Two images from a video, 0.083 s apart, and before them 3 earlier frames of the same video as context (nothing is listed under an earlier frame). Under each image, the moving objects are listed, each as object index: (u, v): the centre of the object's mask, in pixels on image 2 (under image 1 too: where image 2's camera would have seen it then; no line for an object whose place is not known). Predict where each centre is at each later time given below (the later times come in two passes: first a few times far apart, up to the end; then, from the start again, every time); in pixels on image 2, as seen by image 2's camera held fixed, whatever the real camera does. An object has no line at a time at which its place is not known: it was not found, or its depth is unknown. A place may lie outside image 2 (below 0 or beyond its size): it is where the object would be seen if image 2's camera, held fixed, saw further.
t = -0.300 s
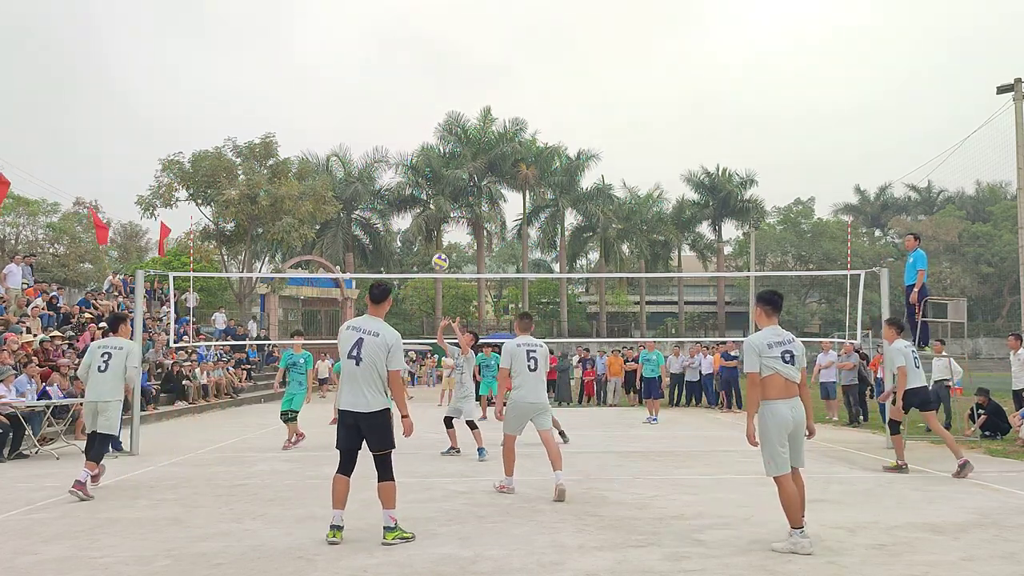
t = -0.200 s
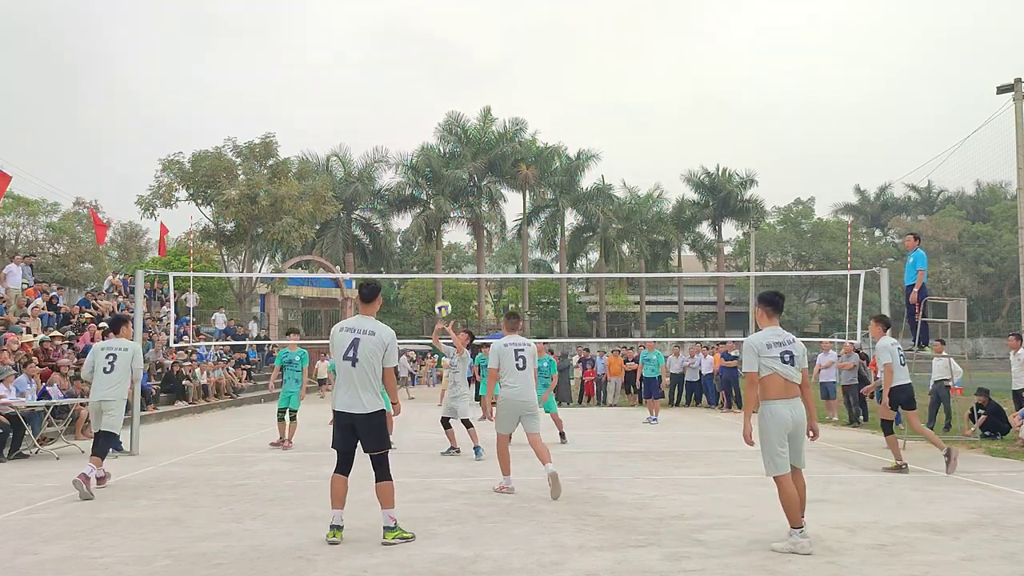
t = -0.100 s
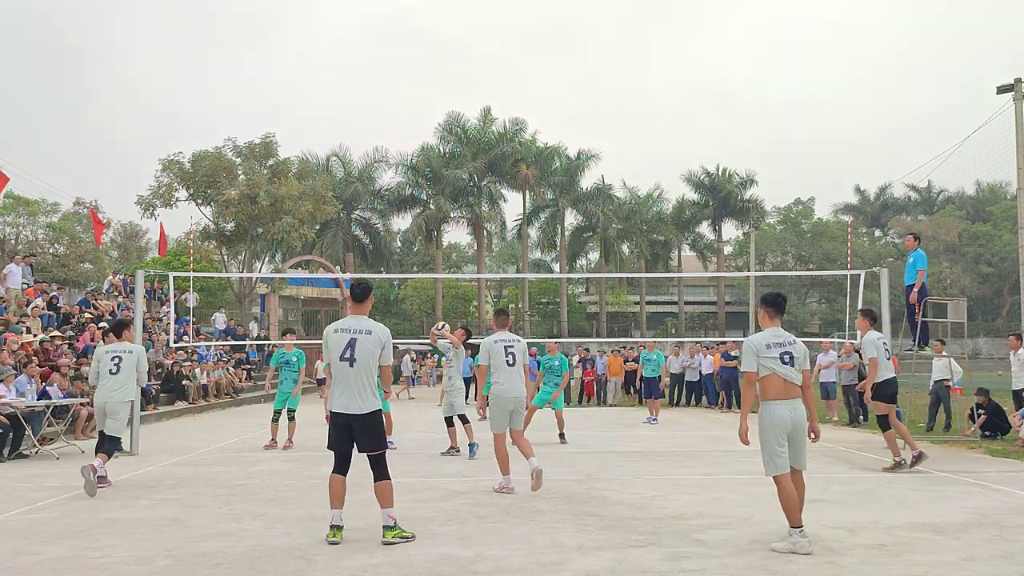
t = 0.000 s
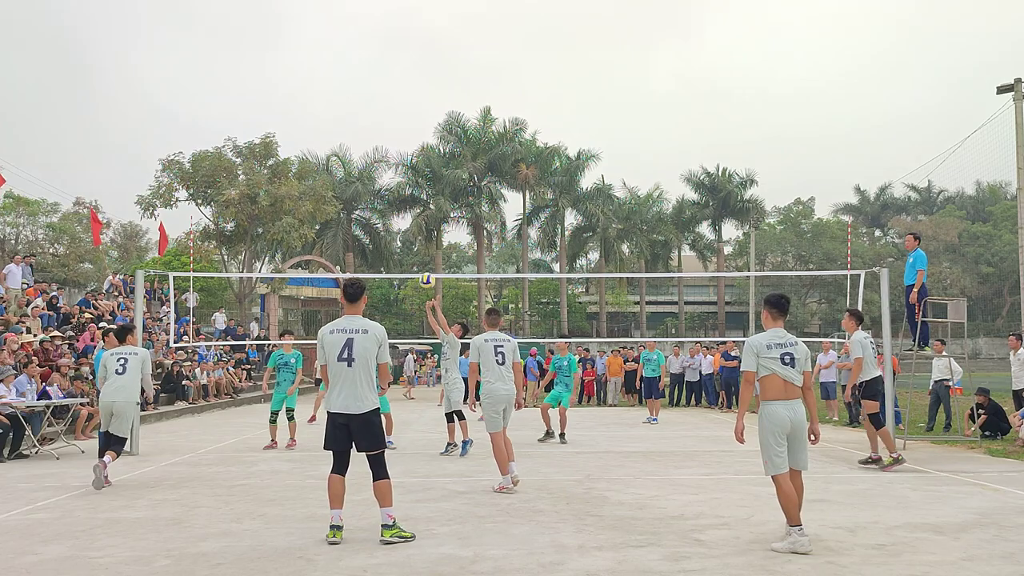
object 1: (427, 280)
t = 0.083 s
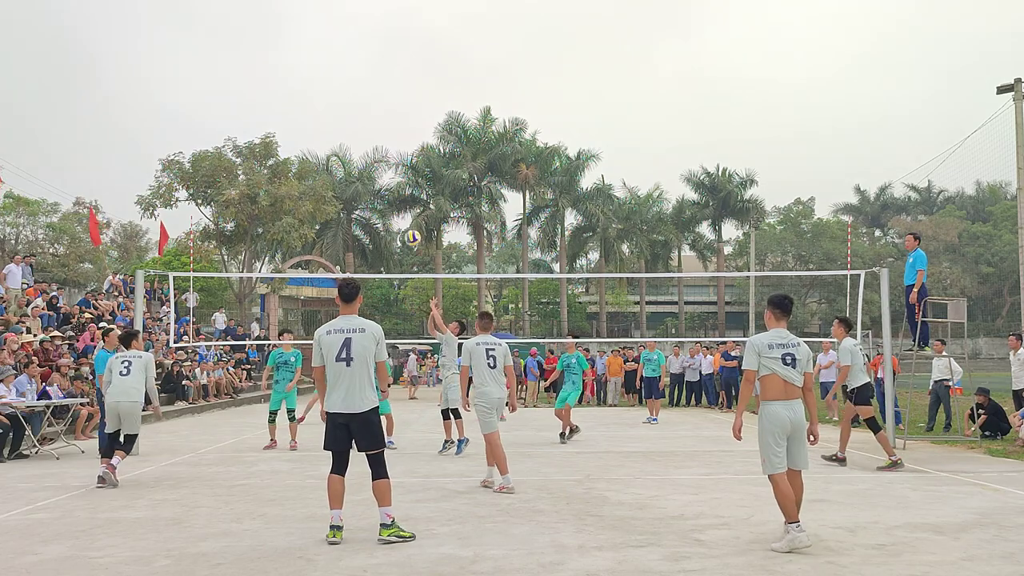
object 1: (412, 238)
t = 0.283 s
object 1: (378, 155)
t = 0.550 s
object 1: (335, 94)
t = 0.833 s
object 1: (289, 84)
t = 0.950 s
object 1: (270, 97)
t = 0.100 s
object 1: (410, 230)
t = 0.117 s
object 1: (407, 223)
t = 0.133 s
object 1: (404, 214)
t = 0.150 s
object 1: (401, 207)
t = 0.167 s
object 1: (398, 200)
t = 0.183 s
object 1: (396, 193)
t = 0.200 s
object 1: (392, 187)
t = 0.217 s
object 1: (390, 179)
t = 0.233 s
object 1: (387, 174)
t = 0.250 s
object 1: (384, 167)
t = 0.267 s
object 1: (381, 161)
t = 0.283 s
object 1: (378, 155)
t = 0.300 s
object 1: (376, 151)
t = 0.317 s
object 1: (372, 146)
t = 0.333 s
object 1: (370, 141)
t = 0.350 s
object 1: (367, 136)
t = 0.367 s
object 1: (364, 132)
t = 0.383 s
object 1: (361, 127)
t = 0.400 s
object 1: (359, 123)
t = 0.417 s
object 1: (356, 119)
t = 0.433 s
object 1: (353, 116)
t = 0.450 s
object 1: (351, 112)
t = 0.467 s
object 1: (348, 108)
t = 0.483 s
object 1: (345, 105)
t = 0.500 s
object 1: (343, 102)
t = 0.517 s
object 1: (340, 99)
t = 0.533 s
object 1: (337, 97)
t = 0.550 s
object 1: (335, 94)
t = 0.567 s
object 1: (332, 92)
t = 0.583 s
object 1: (329, 90)
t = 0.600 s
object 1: (327, 88)
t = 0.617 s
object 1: (324, 87)
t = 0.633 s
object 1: (321, 85)
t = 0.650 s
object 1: (318, 84)
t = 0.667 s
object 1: (316, 83)
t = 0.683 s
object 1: (313, 83)
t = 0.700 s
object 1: (311, 82)
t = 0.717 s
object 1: (308, 81)
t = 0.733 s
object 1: (305, 81)
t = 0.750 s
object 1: (302, 81)
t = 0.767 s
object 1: (300, 81)
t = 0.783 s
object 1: (297, 82)
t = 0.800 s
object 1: (295, 82)
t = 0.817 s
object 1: (292, 83)
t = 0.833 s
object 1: (289, 84)
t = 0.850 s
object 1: (287, 85)
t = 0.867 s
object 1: (283, 87)
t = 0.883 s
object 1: (281, 88)
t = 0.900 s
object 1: (278, 90)
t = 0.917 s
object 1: (276, 92)
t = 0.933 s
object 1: (273, 94)
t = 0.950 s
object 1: (270, 97)
